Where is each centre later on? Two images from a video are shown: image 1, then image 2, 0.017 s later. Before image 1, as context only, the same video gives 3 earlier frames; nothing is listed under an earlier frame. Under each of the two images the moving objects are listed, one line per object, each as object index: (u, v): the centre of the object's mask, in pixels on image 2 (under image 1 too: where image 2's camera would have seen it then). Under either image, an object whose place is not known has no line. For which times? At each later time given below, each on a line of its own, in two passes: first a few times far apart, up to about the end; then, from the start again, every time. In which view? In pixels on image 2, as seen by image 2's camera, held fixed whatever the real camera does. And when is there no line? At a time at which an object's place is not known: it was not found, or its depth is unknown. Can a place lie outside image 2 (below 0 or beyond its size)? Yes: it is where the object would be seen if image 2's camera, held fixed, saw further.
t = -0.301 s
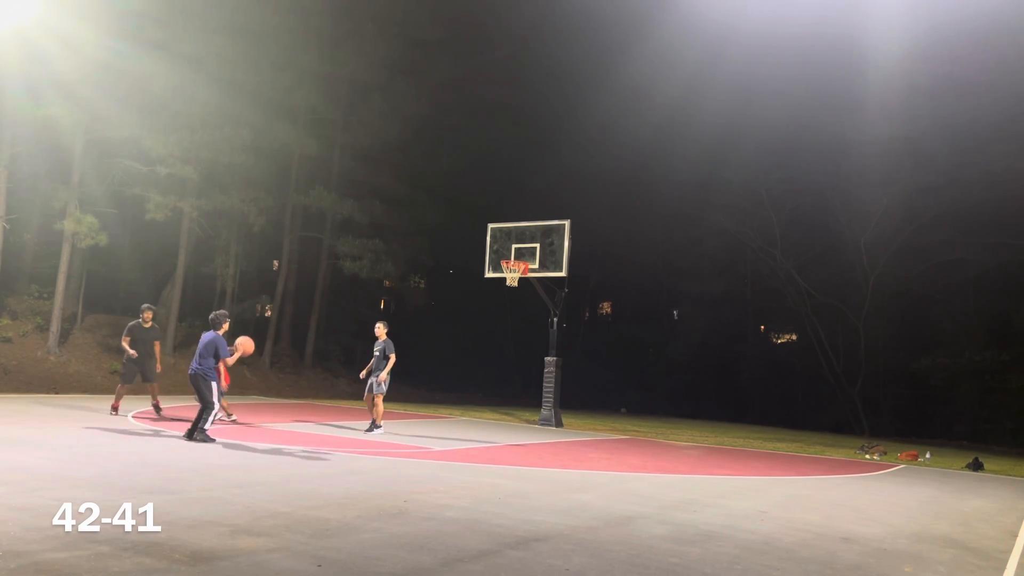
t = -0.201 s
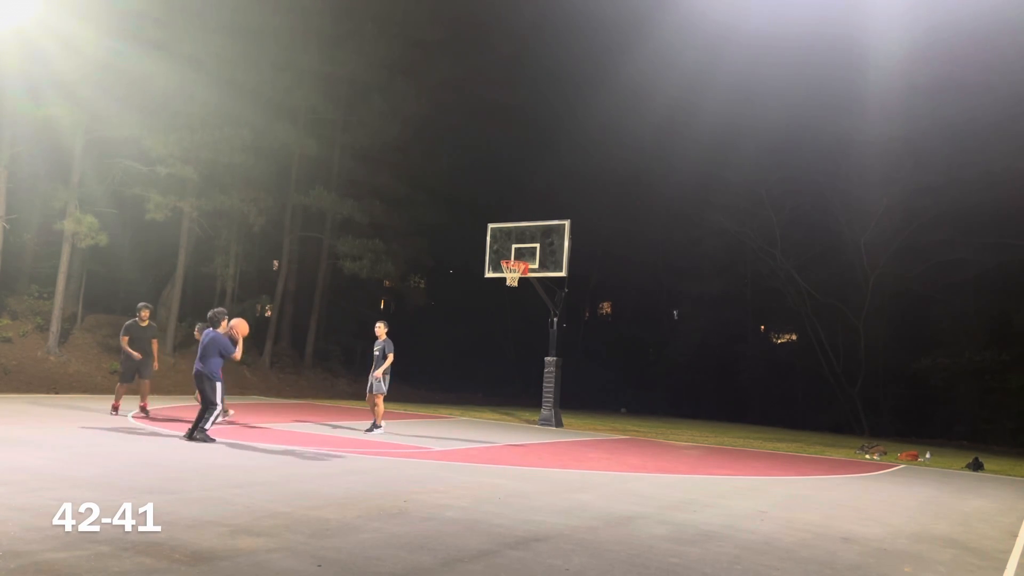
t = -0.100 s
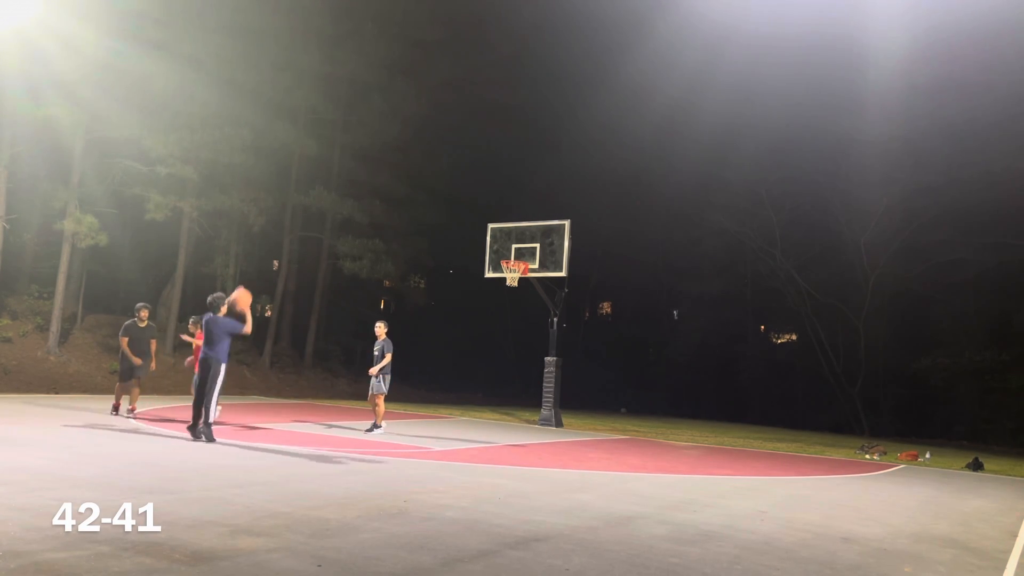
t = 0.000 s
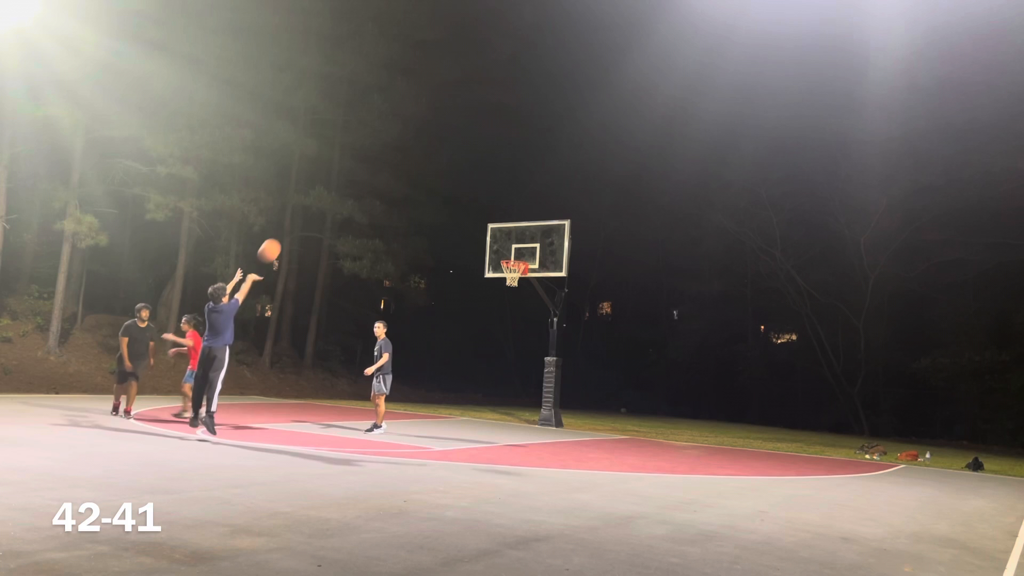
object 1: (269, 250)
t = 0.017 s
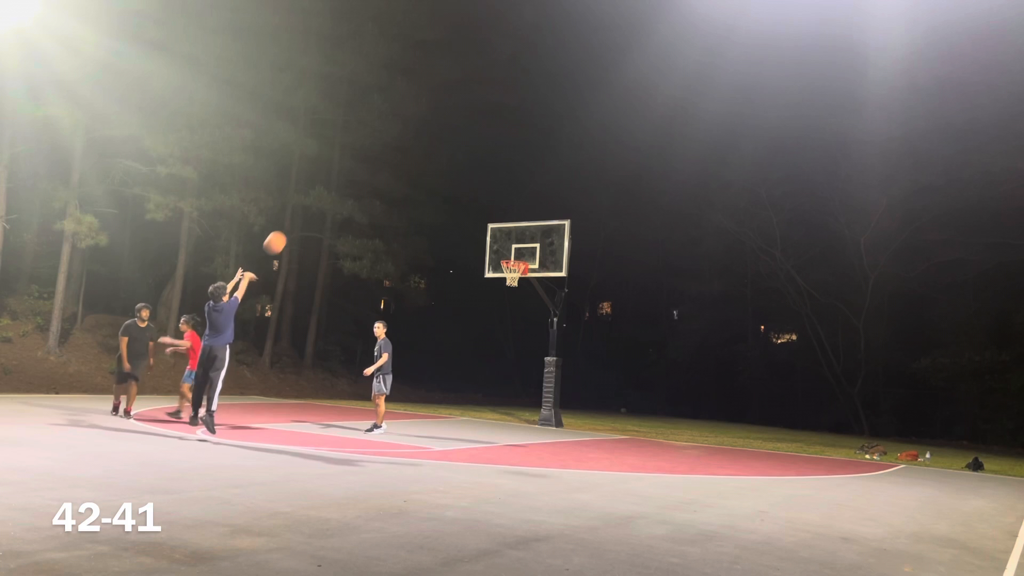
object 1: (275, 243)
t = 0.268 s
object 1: (346, 162)
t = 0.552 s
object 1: (408, 133)
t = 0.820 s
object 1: (453, 153)
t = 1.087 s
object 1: (488, 207)
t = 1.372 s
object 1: (498, 244)
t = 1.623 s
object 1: (477, 237)
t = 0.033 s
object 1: (280, 235)
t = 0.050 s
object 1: (285, 228)
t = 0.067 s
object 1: (290, 222)
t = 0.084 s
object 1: (296, 215)
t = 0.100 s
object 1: (301, 209)
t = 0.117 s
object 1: (306, 203)
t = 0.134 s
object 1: (310, 197)
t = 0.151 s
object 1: (315, 192)
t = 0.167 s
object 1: (320, 187)
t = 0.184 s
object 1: (324, 182)
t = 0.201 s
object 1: (329, 177)
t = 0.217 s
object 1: (333, 173)
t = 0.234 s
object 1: (337, 169)
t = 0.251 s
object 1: (342, 165)
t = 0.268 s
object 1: (346, 162)
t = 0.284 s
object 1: (350, 158)
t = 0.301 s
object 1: (354, 155)
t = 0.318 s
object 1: (358, 152)
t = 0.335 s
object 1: (362, 150)
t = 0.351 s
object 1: (366, 147)
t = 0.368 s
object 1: (370, 145)
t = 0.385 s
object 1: (374, 143)
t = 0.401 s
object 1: (377, 141)
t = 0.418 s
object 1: (381, 139)
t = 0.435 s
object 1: (385, 138)
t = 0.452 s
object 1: (388, 137)
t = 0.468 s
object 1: (392, 136)
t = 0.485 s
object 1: (395, 135)
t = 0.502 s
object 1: (398, 134)
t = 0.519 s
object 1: (402, 134)
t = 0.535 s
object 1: (405, 133)
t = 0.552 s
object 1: (408, 133)
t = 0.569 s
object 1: (411, 133)
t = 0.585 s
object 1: (414, 134)
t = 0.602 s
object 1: (417, 134)
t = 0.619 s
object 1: (420, 134)
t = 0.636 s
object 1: (423, 135)
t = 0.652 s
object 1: (426, 136)
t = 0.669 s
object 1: (429, 137)
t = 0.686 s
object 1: (432, 138)
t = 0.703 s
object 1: (435, 139)
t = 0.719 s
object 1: (438, 141)
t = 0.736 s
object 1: (440, 142)
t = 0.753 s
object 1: (443, 144)
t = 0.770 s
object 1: (445, 146)
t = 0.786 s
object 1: (448, 148)
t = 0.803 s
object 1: (450, 150)
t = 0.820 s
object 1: (453, 153)
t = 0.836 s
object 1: (455, 155)
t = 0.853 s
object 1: (458, 158)
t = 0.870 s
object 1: (460, 160)
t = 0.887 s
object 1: (462, 163)
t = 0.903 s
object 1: (465, 166)
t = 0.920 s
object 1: (467, 169)
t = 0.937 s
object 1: (469, 173)
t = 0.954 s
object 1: (471, 176)
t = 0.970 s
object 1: (474, 179)
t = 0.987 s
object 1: (476, 183)
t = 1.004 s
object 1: (478, 187)
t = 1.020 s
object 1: (480, 191)
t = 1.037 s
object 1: (482, 195)
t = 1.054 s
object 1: (484, 199)
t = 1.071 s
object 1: (486, 203)
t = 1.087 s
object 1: (488, 207)
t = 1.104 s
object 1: (490, 212)
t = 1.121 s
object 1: (491, 216)
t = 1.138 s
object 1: (493, 220)
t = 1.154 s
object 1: (495, 225)
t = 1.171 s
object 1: (497, 231)
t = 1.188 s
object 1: (499, 235)
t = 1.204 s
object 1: (500, 240)
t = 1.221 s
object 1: (502, 245)
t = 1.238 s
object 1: (504, 250)
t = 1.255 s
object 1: (505, 255)
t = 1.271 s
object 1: (505, 255)
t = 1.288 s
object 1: (504, 253)
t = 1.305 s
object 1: (502, 251)
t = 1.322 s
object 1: (501, 249)
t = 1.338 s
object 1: (500, 247)
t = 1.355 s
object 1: (499, 245)
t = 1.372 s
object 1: (498, 244)
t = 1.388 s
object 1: (496, 242)
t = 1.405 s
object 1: (495, 241)
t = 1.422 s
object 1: (494, 240)
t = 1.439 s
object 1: (493, 239)
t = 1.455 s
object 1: (491, 238)
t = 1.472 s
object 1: (490, 237)
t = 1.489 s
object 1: (489, 237)
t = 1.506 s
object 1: (487, 236)
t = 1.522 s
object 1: (486, 236)
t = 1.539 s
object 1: (484, 236)
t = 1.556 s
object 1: (483, 236)
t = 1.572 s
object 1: (481, 236)
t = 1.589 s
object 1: (480, 236)
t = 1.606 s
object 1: (479, 237)
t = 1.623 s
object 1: (477, 237)
